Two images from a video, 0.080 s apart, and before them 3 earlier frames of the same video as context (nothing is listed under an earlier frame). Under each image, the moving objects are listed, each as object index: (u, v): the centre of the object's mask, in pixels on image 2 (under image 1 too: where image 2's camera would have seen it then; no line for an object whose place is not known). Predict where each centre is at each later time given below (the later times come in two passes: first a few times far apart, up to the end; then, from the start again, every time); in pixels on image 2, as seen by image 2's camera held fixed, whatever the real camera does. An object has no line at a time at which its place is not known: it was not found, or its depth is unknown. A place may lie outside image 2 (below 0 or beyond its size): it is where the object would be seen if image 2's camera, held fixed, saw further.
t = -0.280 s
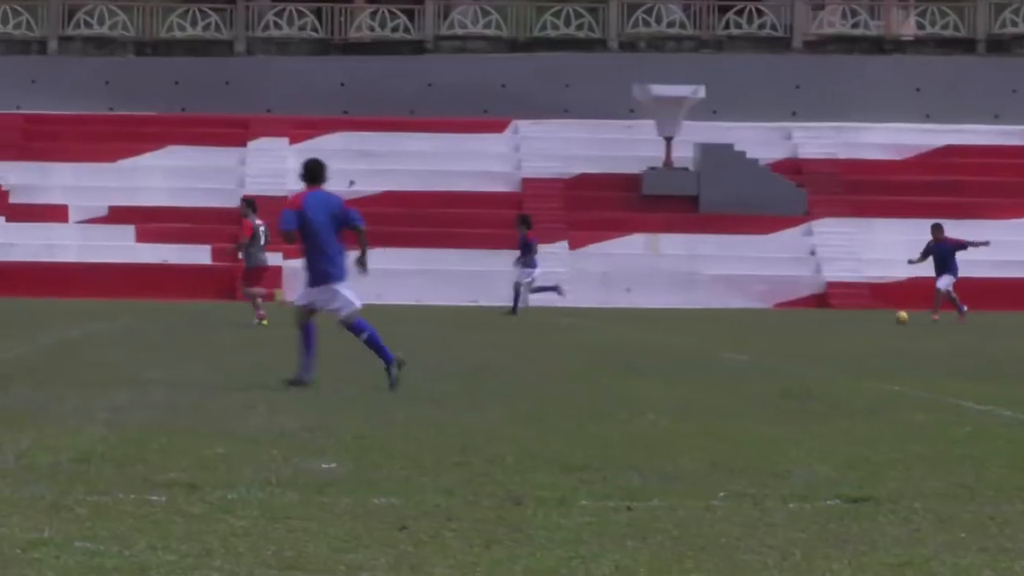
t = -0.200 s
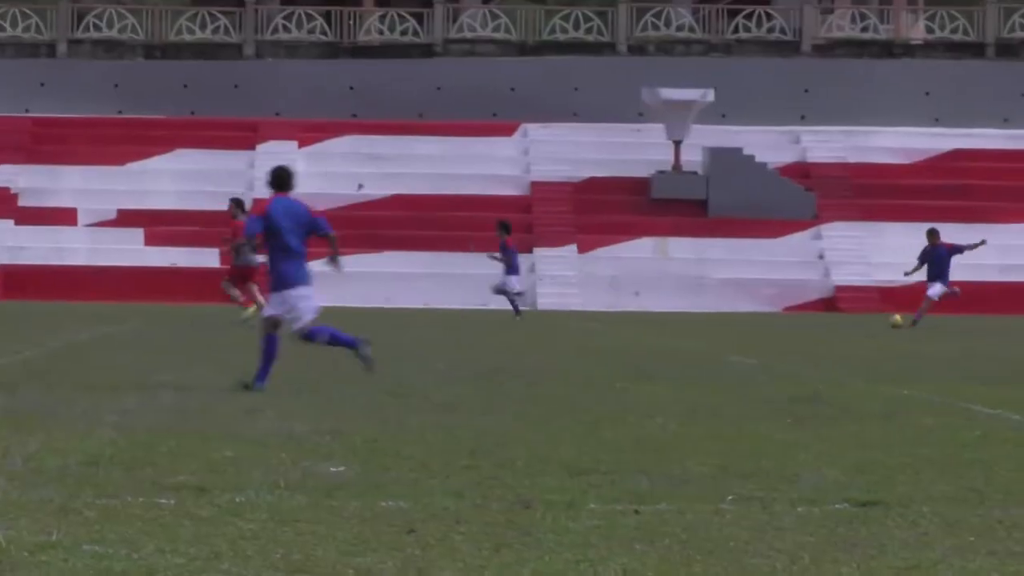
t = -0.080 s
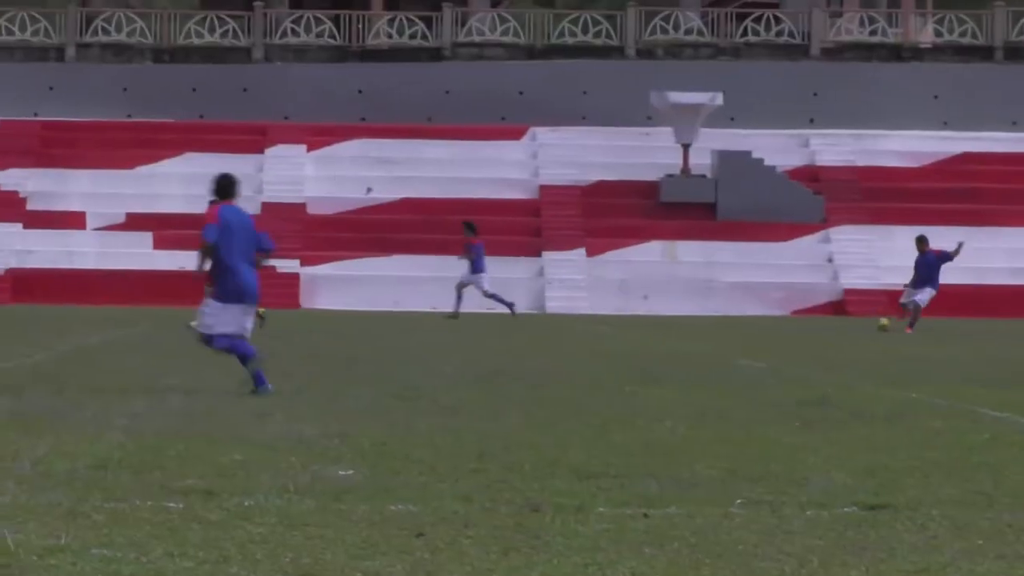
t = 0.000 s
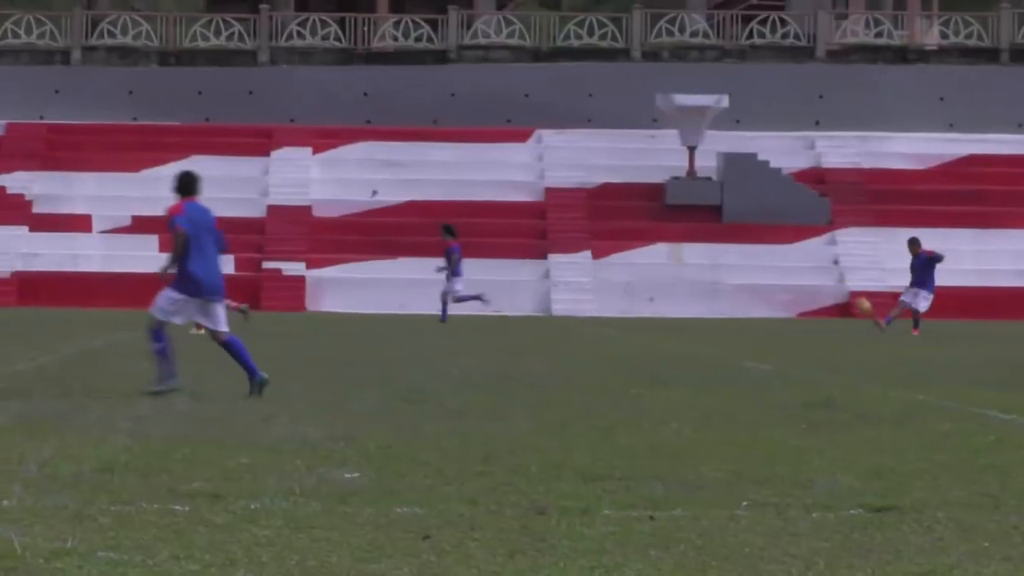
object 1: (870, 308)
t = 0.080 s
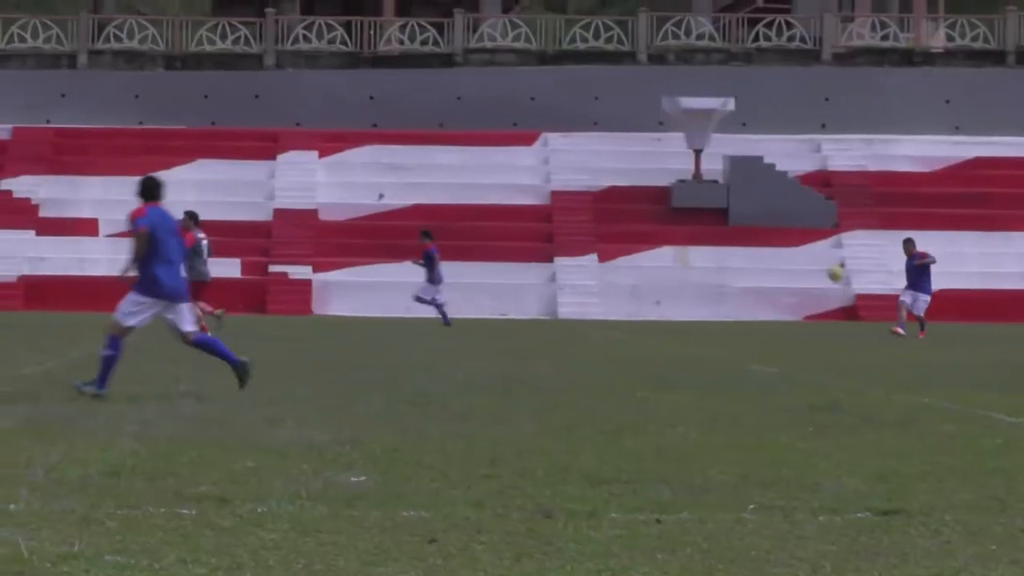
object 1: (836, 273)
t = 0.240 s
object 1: (768, 202)
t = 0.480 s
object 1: (669, 115)
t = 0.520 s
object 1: (655, 100)
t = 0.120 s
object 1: (818, 258)
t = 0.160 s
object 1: (801, 238)
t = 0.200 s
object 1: (785, 221)
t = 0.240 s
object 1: (768, 202)
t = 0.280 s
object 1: (752, 187)
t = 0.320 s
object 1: (735, 172)
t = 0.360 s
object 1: (717, 158)
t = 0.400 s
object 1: (701, 144)
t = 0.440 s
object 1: (685, 128)
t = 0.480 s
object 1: (669, 115)
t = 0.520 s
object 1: (655, 100)
